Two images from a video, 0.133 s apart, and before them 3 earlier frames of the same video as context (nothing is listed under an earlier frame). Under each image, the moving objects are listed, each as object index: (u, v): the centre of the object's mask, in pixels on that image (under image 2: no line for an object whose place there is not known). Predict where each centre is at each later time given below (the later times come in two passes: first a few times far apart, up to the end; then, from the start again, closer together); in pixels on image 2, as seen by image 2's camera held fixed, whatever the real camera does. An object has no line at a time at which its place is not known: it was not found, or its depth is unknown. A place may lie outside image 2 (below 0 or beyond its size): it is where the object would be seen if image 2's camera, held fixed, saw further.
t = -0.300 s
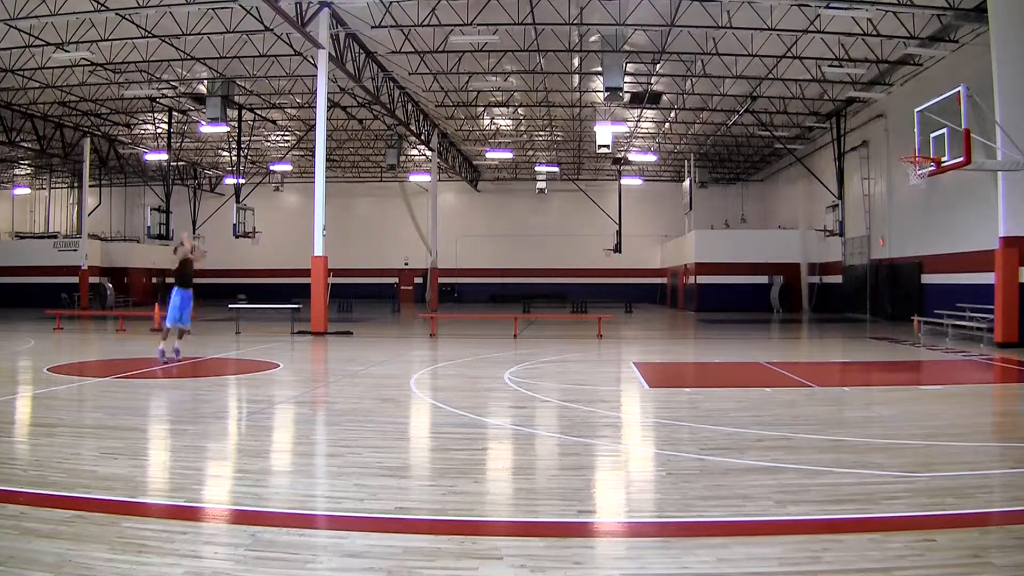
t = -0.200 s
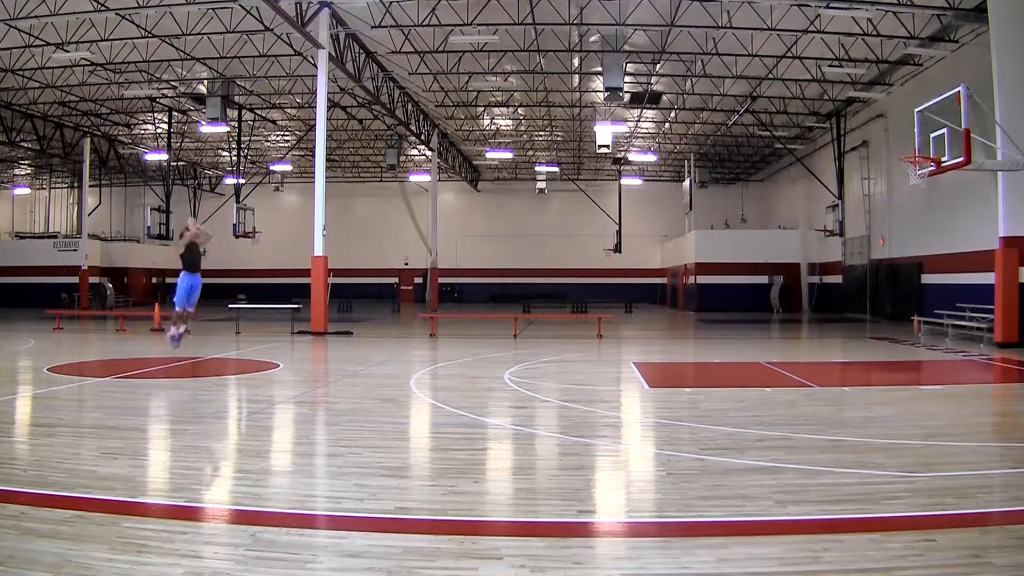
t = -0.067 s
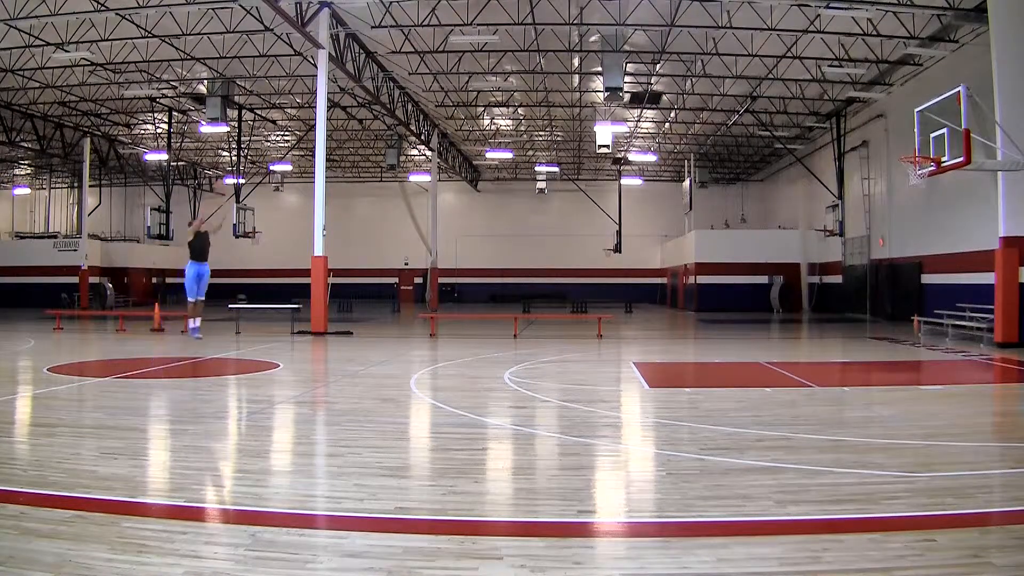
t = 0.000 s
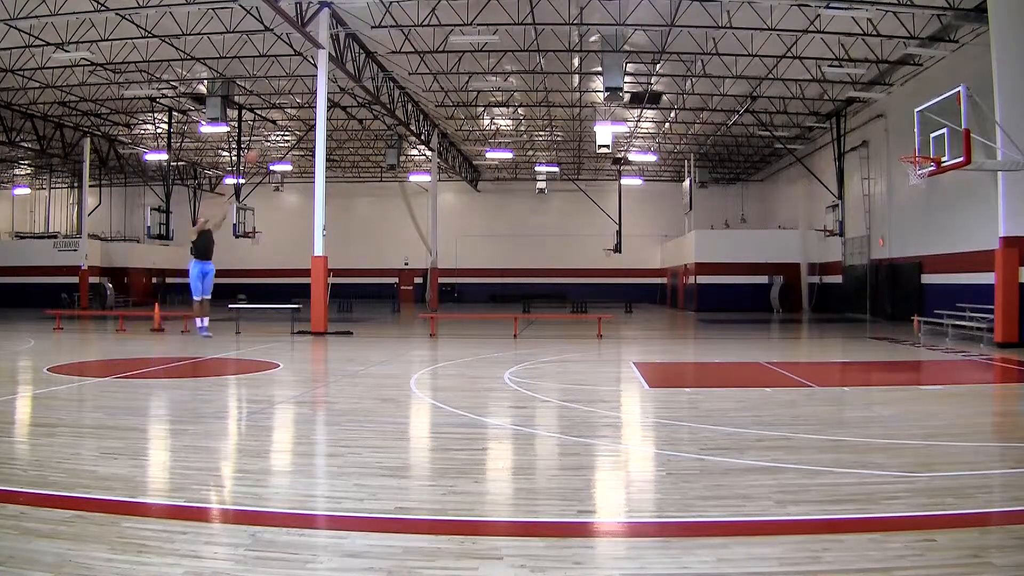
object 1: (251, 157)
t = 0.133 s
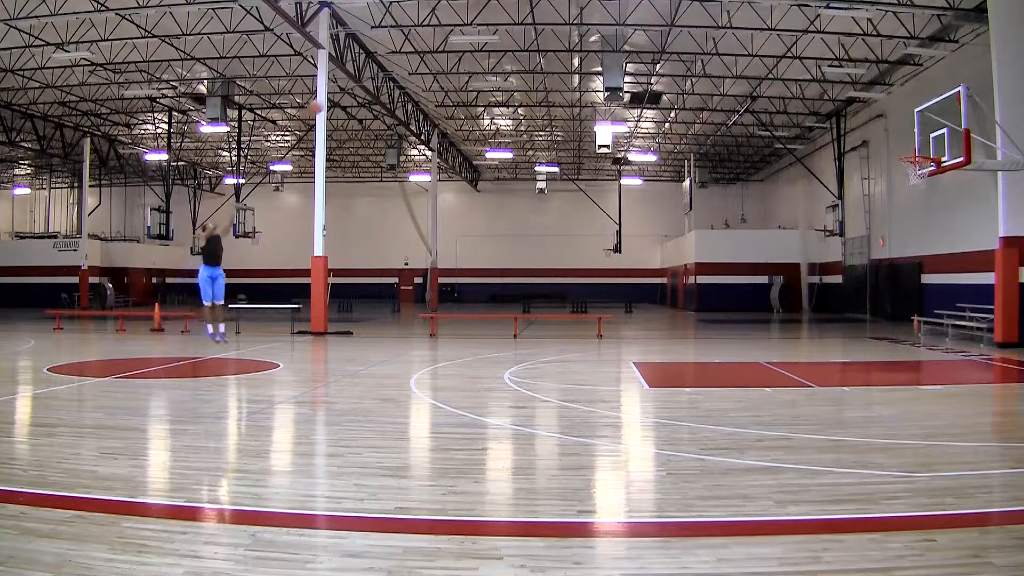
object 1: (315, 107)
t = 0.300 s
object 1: (399, 55)
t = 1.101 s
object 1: (807, 78)
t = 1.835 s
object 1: (933, 350)
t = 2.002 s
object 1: (915, 291)
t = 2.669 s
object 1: (832, 253)
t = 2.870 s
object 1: (803, 310)
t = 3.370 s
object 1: (734, 297)
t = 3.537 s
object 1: (709, 290)
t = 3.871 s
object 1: (657, 348)
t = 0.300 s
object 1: (399, 55)
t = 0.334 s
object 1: (415, 49)
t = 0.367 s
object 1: (433, 43)
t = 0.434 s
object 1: (468, 32)
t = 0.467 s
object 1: (485, 28)
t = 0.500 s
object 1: (502, 24)
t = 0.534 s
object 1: (519, 20)
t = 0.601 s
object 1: (555, 13)
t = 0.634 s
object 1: (571, 12)
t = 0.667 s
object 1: (588, 13)
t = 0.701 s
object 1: (605, 14)
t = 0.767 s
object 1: (638, 15)
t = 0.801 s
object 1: (656, 19)
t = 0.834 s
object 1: (672, 23)
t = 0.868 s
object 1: (690, 27)
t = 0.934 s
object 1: (724, 37)
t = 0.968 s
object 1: (740, 43)
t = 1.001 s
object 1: (756, 51)
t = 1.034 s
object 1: (774, 59)
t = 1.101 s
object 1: (807, 78)
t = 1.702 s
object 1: (934, 317)
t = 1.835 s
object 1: (933, 350)
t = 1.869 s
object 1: (928, 336)
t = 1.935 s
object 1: (922, 313)
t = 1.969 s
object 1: (918, 302)
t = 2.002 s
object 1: (915, 291)
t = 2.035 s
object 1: (911, 282)
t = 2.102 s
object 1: (903, 265)
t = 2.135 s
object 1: (899, 260)
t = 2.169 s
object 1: (896, 254)
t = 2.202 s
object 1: (890, 246)
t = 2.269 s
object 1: (884, 238)
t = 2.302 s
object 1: (879, 234)
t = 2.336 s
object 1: (876, 232)
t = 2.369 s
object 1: (872, 230)
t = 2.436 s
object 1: (863, 229)
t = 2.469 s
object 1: (860, 229)
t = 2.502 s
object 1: (853, 231)
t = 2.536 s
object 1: (850, 232)
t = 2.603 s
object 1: (842, 241)
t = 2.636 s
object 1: (837, 245)
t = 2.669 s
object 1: (832, 253)
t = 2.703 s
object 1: (827, 261)
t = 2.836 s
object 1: (808, 297)
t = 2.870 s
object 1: (803, 310)
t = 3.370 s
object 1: (734, 297)
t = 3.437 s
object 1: (724, 292)
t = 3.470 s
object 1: (719, 290)
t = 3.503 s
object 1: (714, 290)
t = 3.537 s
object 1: (709, 290)
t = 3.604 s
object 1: (699, 293)
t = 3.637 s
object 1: (693, 296)
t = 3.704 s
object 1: (684, 305)
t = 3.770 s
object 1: (673, 316)
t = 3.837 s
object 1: (664, 336)
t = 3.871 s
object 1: (657, 348)
